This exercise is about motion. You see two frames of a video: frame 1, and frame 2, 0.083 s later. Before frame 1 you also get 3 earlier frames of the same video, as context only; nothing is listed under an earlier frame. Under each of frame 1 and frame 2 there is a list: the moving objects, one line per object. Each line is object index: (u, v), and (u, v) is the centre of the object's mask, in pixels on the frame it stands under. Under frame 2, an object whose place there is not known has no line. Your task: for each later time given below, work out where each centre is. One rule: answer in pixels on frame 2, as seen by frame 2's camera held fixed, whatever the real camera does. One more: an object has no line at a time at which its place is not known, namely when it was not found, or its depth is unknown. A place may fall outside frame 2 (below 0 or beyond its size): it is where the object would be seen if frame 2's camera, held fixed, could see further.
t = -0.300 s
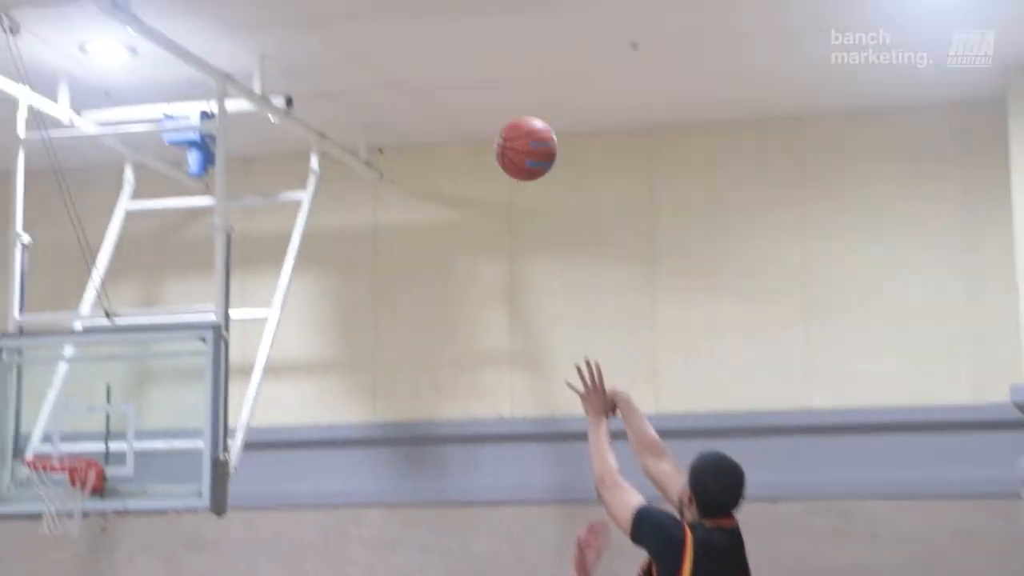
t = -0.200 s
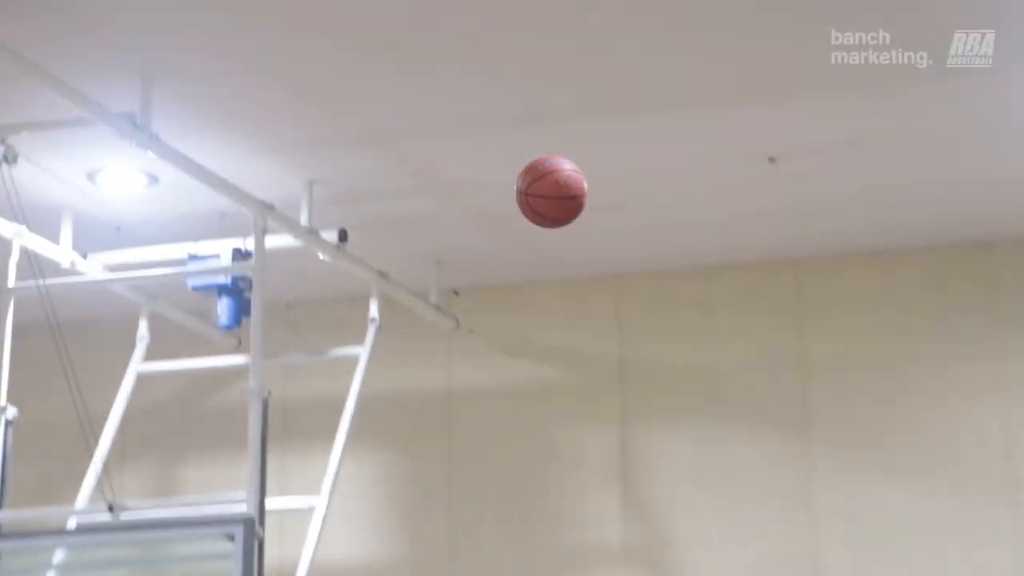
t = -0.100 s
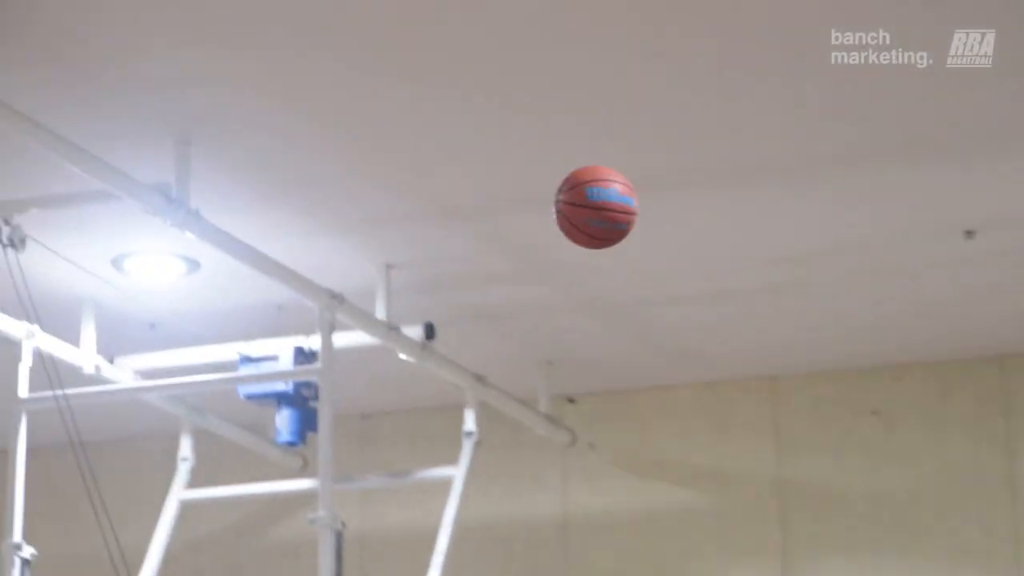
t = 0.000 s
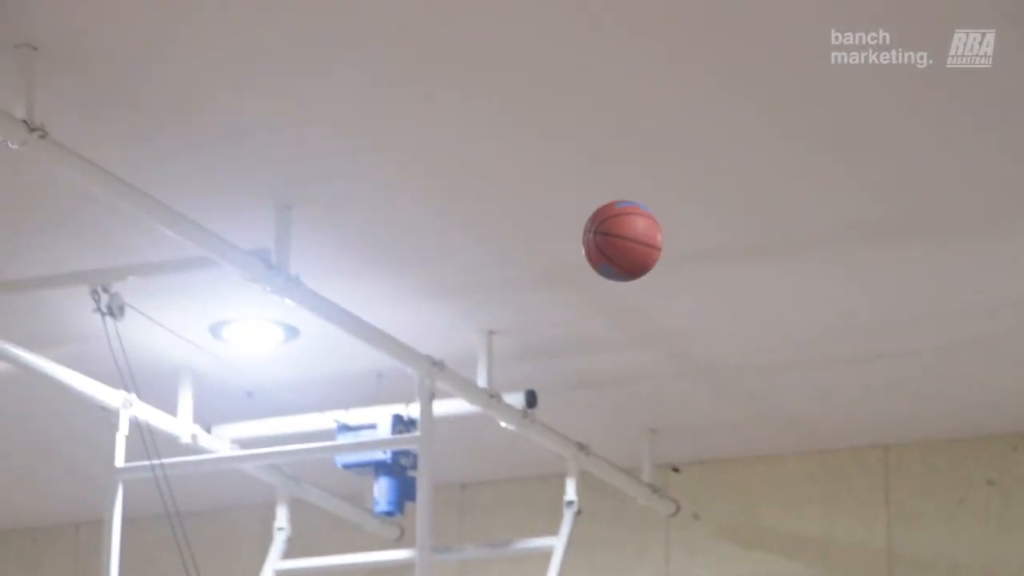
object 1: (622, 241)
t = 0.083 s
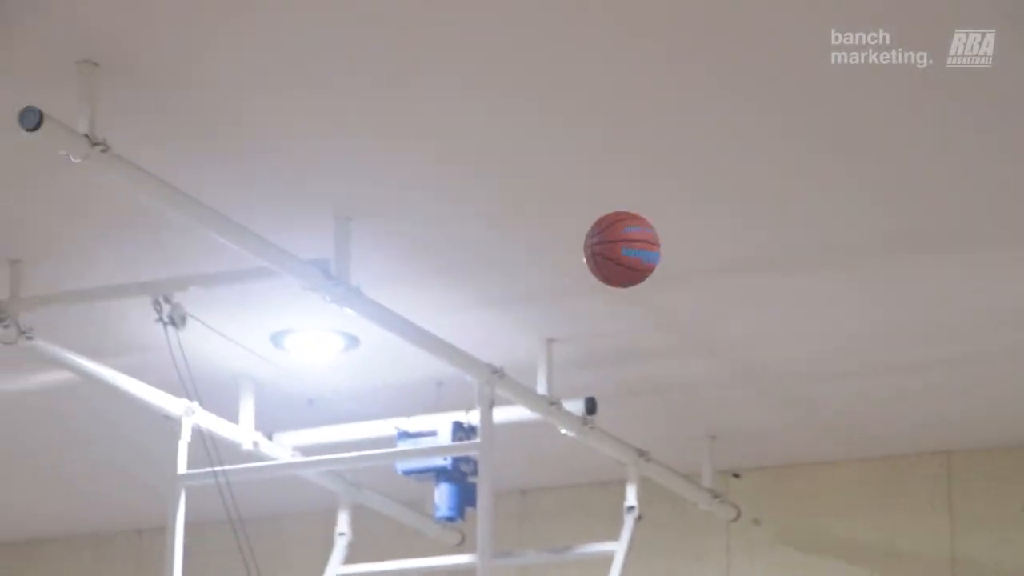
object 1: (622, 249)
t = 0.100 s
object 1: (609, 251)
